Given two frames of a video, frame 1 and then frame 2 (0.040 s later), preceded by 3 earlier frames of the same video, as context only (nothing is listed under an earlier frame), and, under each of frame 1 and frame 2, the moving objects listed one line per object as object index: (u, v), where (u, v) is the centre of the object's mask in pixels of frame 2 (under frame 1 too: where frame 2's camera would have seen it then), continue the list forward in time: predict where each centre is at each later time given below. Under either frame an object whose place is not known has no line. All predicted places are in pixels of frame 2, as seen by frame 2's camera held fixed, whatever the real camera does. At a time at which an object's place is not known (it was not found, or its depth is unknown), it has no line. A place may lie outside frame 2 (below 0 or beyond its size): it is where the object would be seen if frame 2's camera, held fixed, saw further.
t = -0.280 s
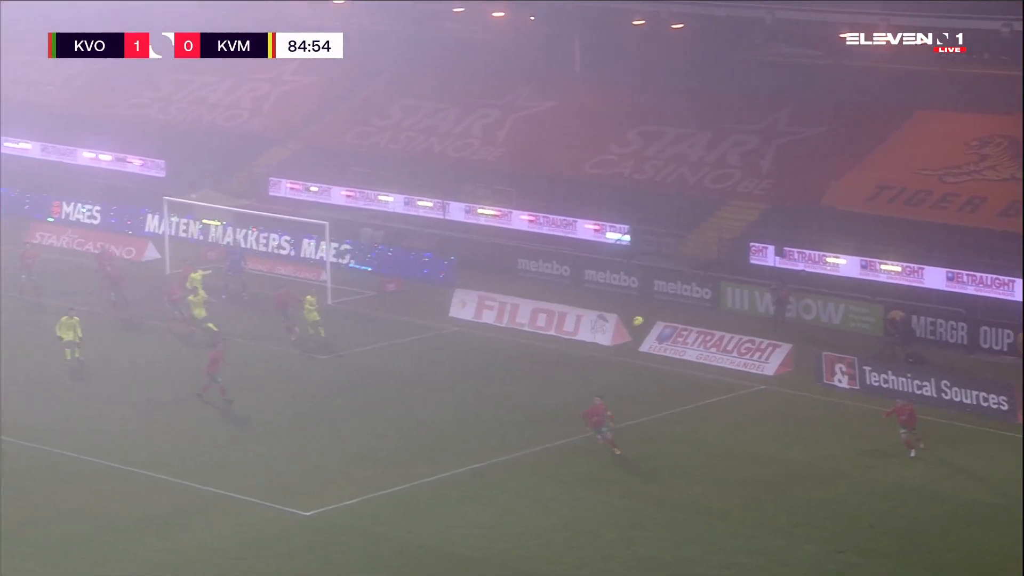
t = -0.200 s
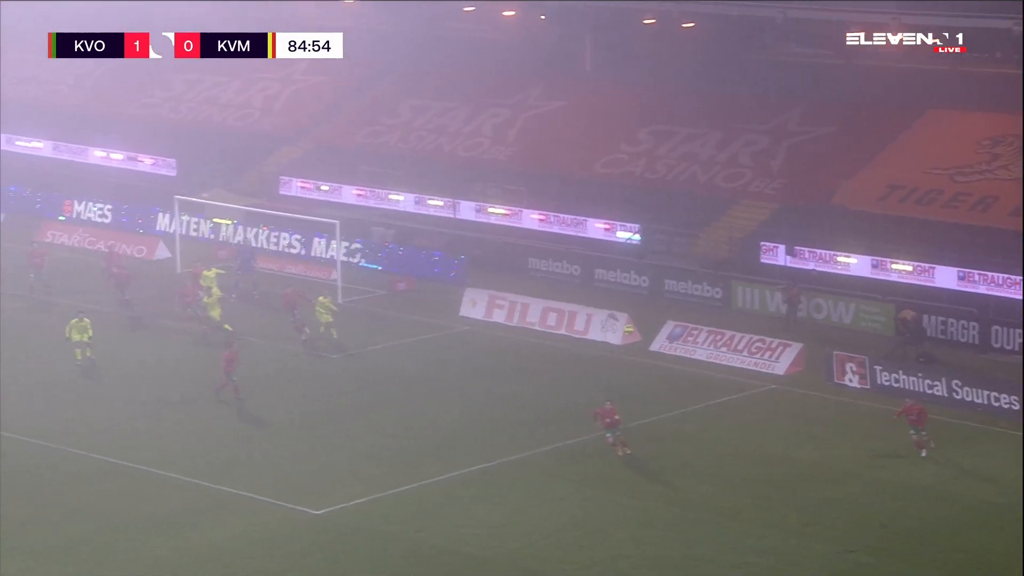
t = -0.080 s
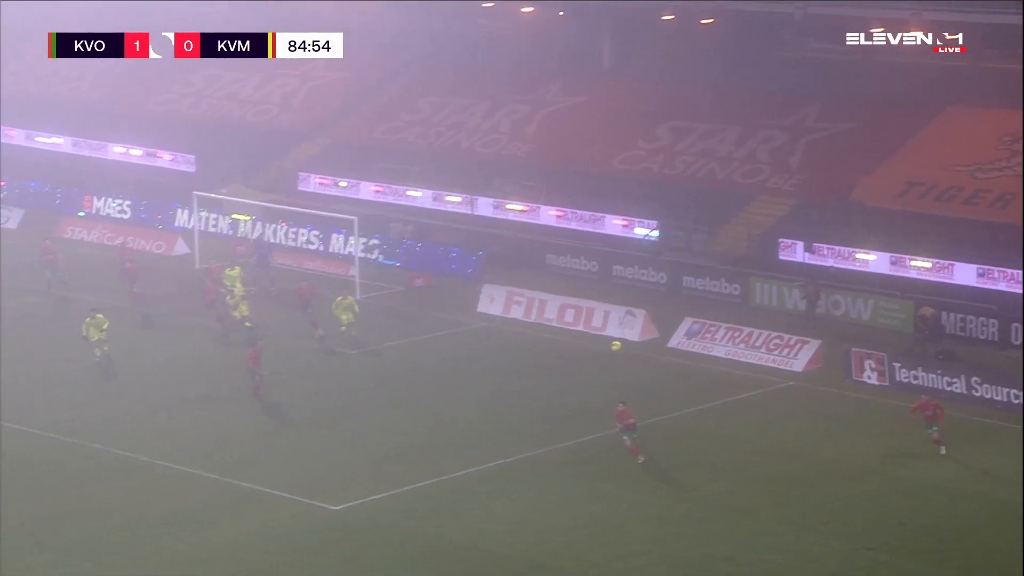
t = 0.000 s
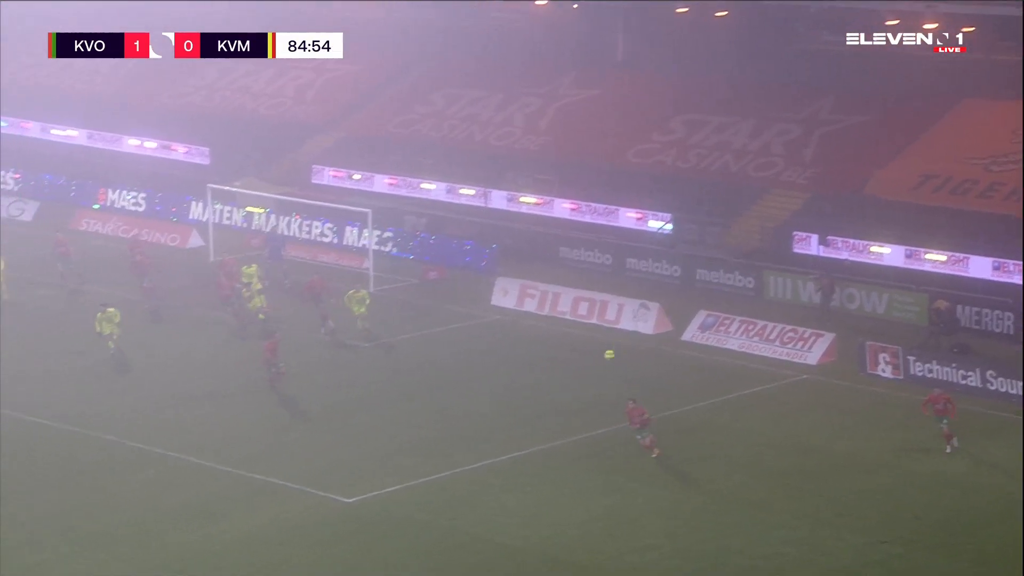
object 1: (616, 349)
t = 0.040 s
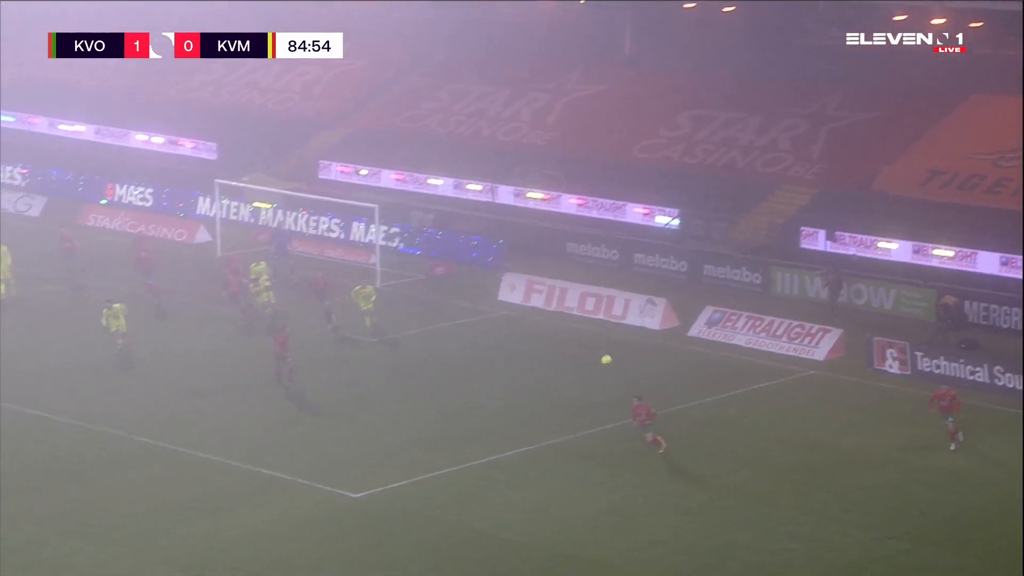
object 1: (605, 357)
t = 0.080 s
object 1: (596, 368)
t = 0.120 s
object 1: (586, 379)
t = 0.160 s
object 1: (576, 391)
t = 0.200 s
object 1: (566, 402)
